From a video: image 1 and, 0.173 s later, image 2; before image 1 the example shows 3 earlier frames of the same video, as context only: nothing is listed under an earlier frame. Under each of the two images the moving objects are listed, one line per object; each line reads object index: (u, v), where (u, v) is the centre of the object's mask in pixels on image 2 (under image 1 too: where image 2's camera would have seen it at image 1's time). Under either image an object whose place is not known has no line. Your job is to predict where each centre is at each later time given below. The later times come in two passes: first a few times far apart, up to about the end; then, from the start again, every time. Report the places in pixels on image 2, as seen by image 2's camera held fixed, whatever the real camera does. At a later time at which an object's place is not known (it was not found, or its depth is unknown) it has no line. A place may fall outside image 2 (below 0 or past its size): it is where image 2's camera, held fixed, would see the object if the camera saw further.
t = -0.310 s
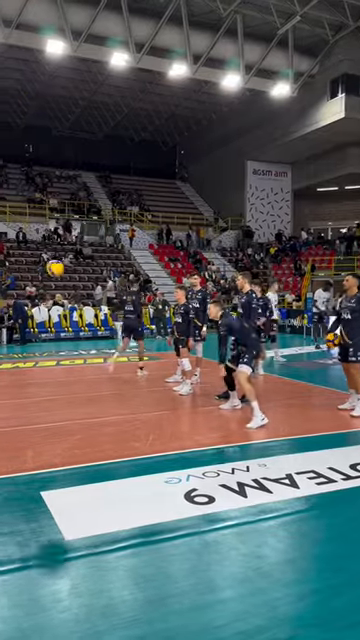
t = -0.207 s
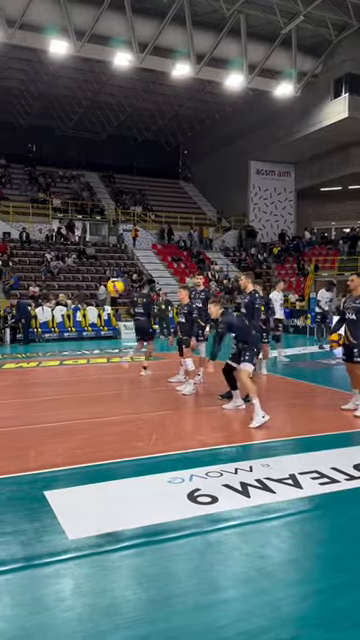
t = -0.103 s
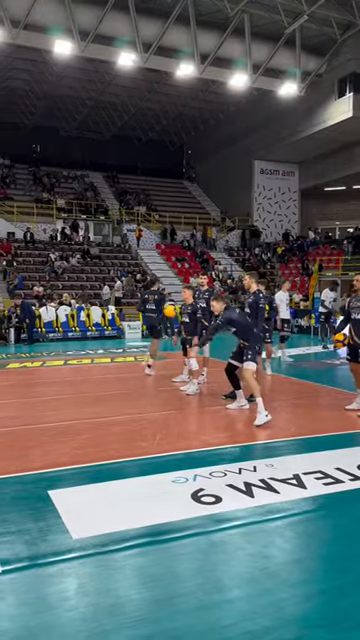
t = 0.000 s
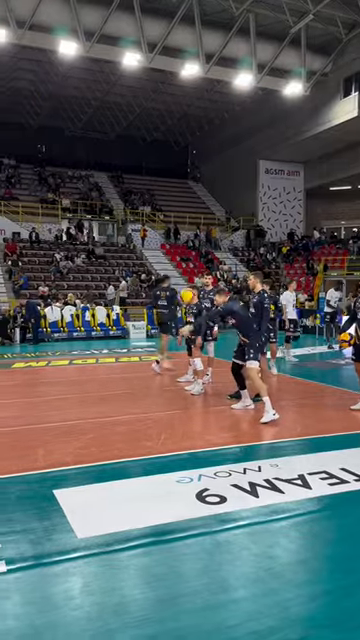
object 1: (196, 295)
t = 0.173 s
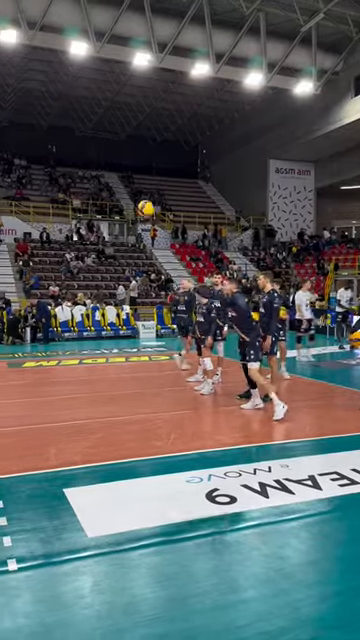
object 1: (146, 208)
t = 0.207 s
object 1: (137, 195)
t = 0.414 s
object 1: (80, 133)
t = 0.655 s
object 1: (10, 100)
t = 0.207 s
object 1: (137, 195)
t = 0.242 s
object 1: (127, 182)
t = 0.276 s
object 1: (118, 170)
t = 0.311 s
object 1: (109, 160)
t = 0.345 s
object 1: (99, 150)
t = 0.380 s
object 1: (90, 141)
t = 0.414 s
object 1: (80, 133)
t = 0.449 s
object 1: (71, 126)
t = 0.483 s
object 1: (61, 119)
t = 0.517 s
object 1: (48, 111)
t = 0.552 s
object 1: (38, 107)
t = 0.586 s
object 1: (29, 104)
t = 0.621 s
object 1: (19, 102)
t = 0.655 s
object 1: (10, 100)
